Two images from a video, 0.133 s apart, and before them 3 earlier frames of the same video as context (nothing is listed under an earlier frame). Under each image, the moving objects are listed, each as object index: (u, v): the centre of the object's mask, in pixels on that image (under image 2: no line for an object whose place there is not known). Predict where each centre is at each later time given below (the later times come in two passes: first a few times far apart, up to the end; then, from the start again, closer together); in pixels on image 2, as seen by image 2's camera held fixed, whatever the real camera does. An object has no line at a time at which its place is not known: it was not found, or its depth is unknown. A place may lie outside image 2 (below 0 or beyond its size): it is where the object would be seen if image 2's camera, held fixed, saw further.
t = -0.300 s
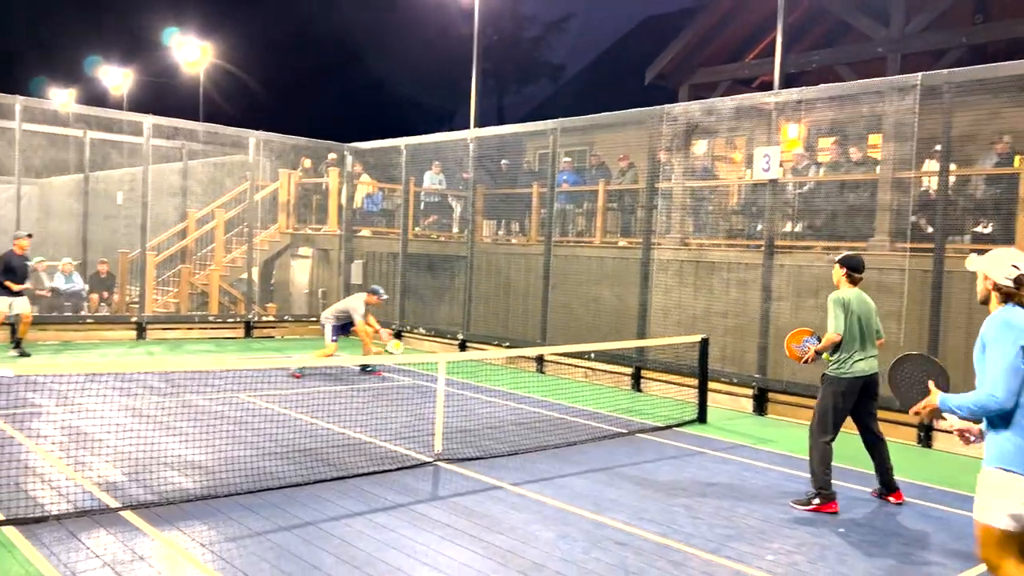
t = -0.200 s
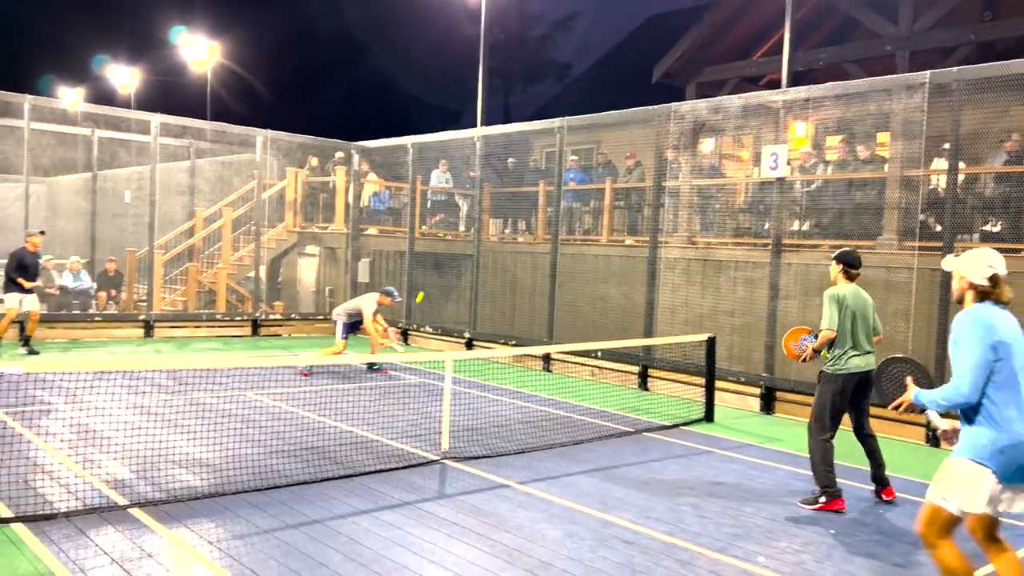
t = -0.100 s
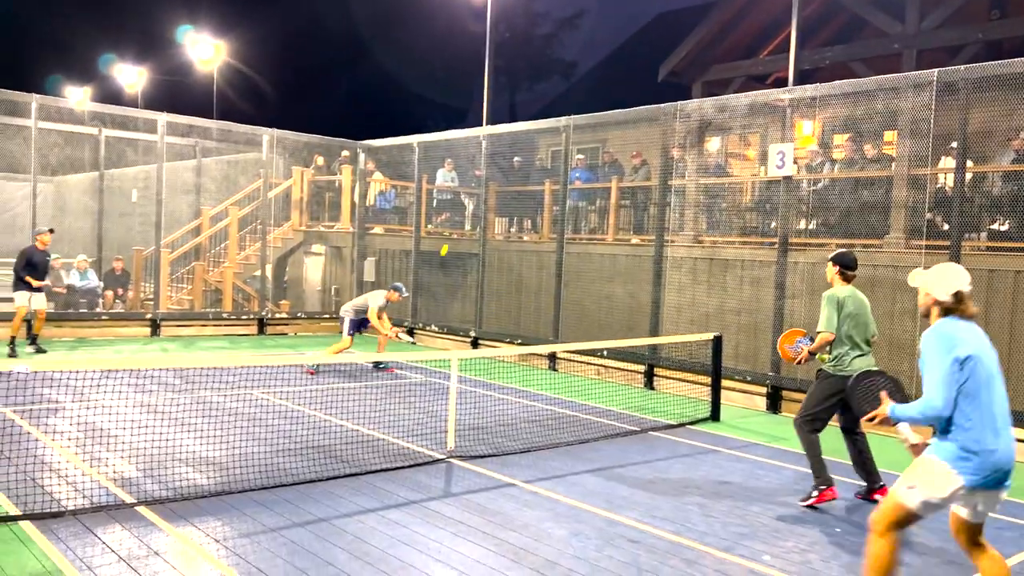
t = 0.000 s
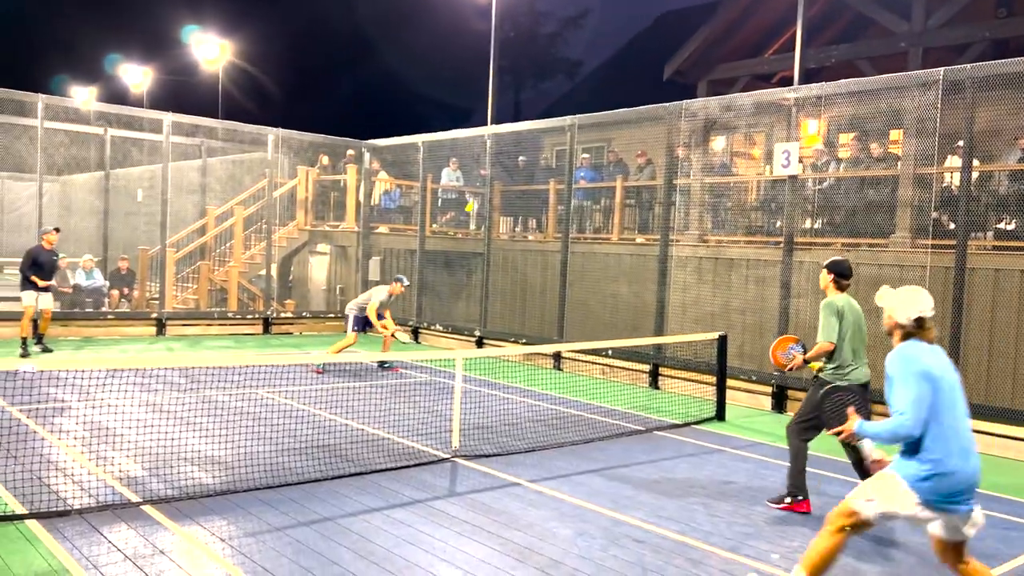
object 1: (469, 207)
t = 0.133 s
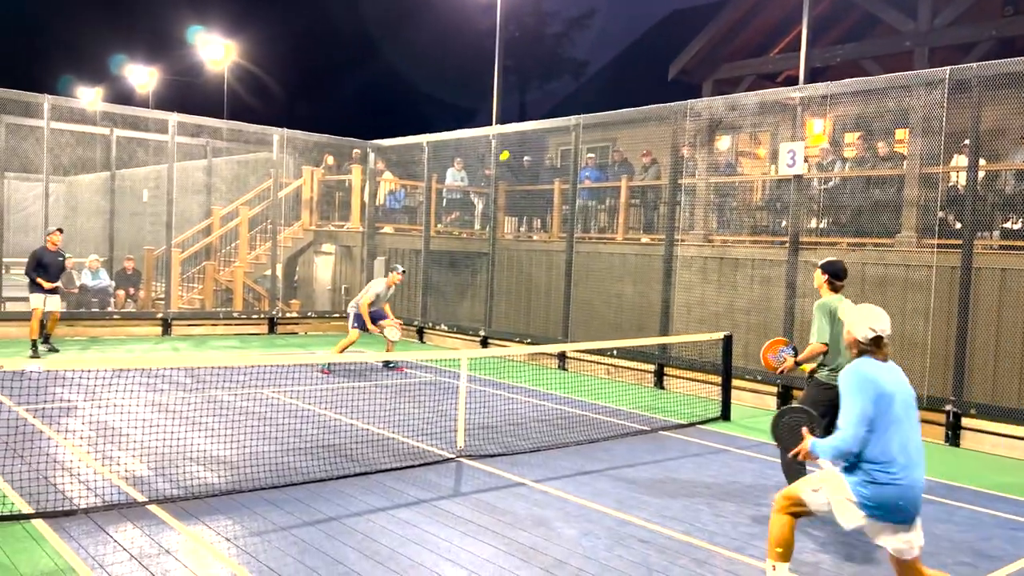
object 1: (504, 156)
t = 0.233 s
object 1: (530, 123)
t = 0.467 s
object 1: (603, 73)
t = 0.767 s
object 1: (741, 97)
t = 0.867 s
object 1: (806, 142)
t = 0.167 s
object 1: (512, 144)
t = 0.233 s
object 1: (530, 123)
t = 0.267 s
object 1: (539, 113)
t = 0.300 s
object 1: (548, 105)
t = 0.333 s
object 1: (558, 96)
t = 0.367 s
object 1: (569, 89)
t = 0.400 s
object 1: (580, 83)
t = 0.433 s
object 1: (591, 77)
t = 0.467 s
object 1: (603, 73)
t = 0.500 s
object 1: (615, 69)
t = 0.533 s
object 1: (628, 68)
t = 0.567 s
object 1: (642, 67)
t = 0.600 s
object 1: (657, 68)
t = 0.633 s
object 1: (672, 70)
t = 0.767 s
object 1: (741, 97)
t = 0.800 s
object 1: (760, 109)
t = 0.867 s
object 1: (806, 142)
